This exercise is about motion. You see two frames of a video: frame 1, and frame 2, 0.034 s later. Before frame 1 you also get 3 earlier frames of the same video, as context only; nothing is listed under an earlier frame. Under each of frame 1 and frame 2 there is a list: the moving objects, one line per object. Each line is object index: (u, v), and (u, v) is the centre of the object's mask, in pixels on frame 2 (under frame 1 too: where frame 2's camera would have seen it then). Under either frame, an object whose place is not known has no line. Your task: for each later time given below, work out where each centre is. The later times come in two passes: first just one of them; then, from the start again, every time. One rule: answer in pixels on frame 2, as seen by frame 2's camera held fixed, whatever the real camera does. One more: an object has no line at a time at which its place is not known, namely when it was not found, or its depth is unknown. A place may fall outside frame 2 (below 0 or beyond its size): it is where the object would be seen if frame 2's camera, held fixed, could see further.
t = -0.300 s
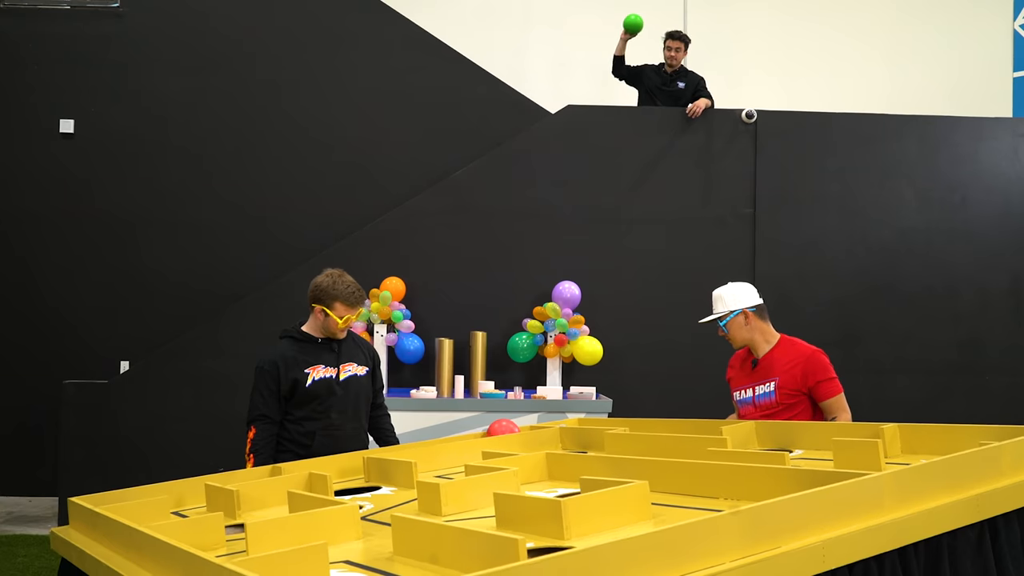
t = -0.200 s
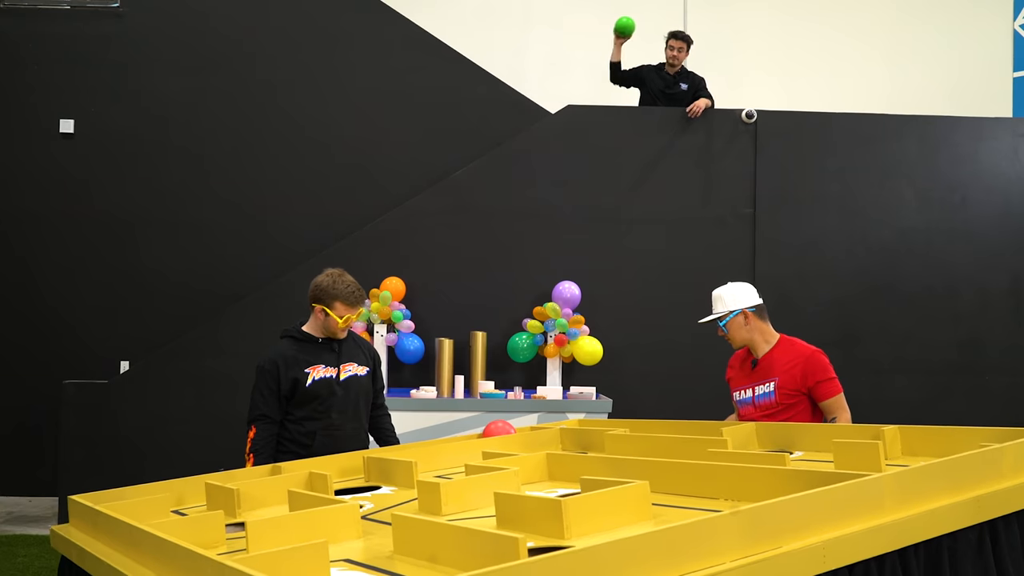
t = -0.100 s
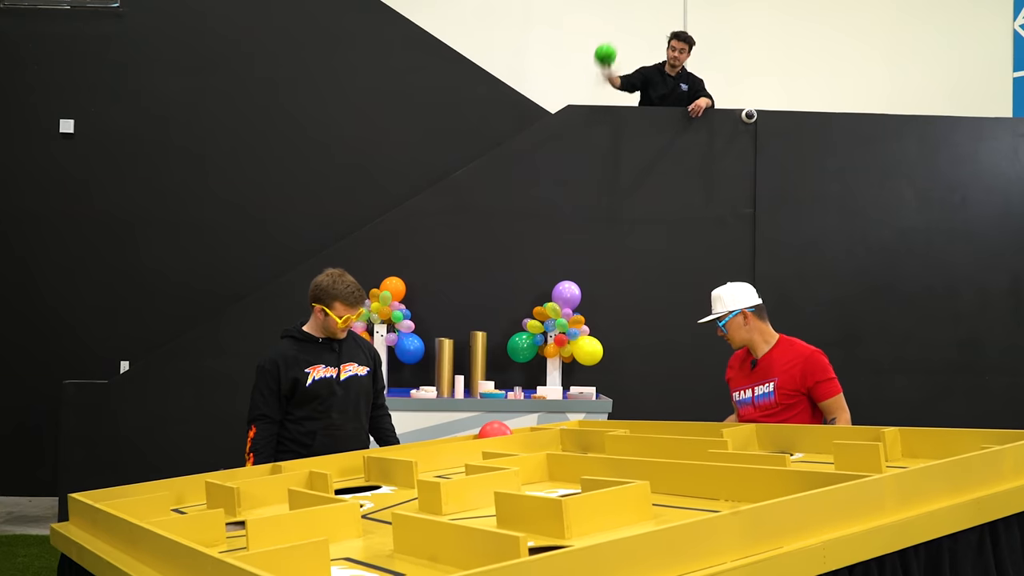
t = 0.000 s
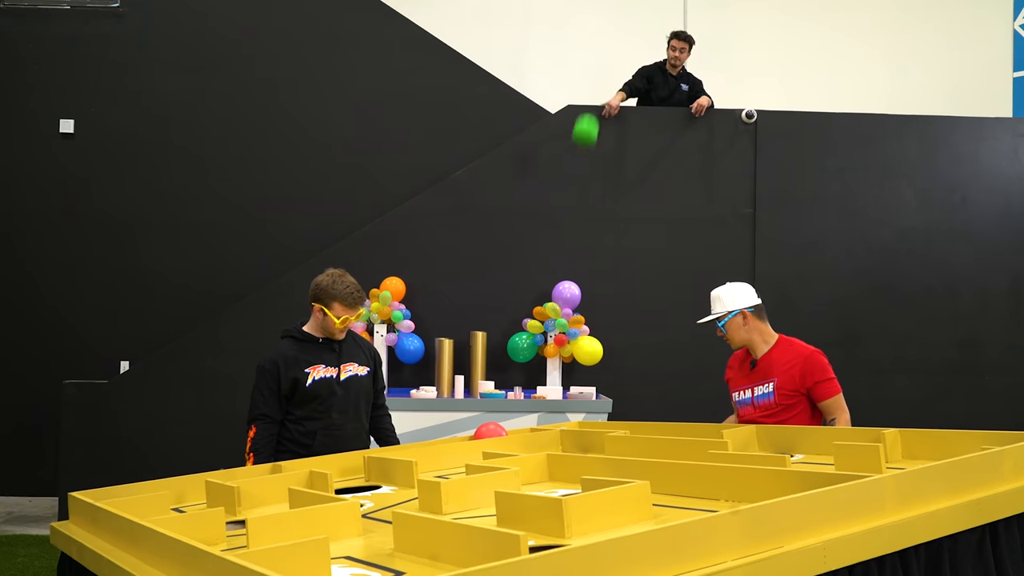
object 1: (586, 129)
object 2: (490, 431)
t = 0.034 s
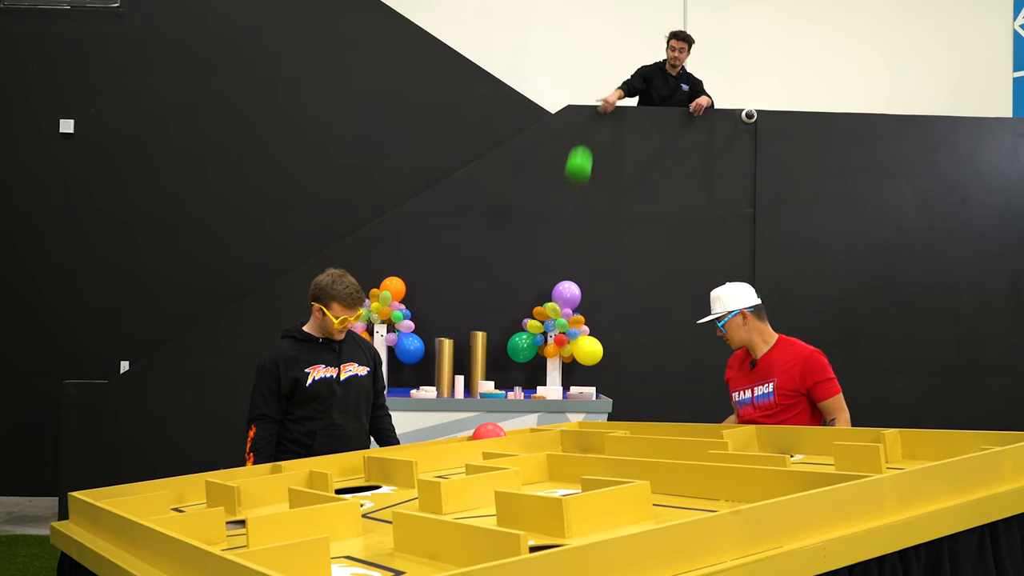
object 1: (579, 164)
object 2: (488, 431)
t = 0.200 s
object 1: (550, 416)
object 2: (480, 433)
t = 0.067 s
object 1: (573, 204)
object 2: (486, 432)
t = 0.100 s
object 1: (566, 250)
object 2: (485, 432)
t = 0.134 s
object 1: (560, 299)
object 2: (483, 432)
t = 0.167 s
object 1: (555, 365)
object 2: (481, 433)
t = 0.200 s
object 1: (550, 416)
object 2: (480, 433)
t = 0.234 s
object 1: (564, 405)
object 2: (478, 434)
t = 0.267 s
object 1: (582, 386)
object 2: (476, 434)
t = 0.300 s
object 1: (599, 371)
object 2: (474, 434)
